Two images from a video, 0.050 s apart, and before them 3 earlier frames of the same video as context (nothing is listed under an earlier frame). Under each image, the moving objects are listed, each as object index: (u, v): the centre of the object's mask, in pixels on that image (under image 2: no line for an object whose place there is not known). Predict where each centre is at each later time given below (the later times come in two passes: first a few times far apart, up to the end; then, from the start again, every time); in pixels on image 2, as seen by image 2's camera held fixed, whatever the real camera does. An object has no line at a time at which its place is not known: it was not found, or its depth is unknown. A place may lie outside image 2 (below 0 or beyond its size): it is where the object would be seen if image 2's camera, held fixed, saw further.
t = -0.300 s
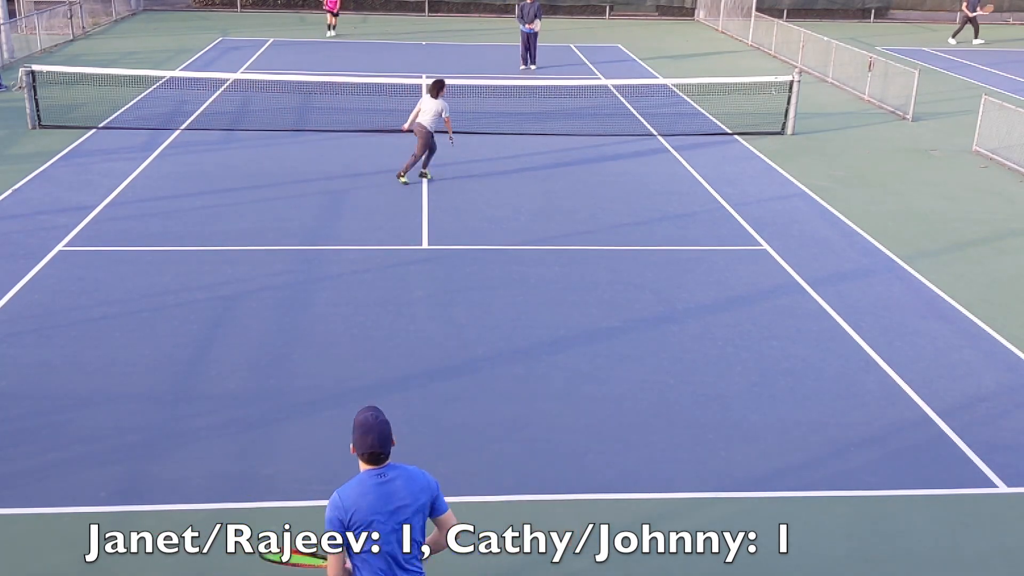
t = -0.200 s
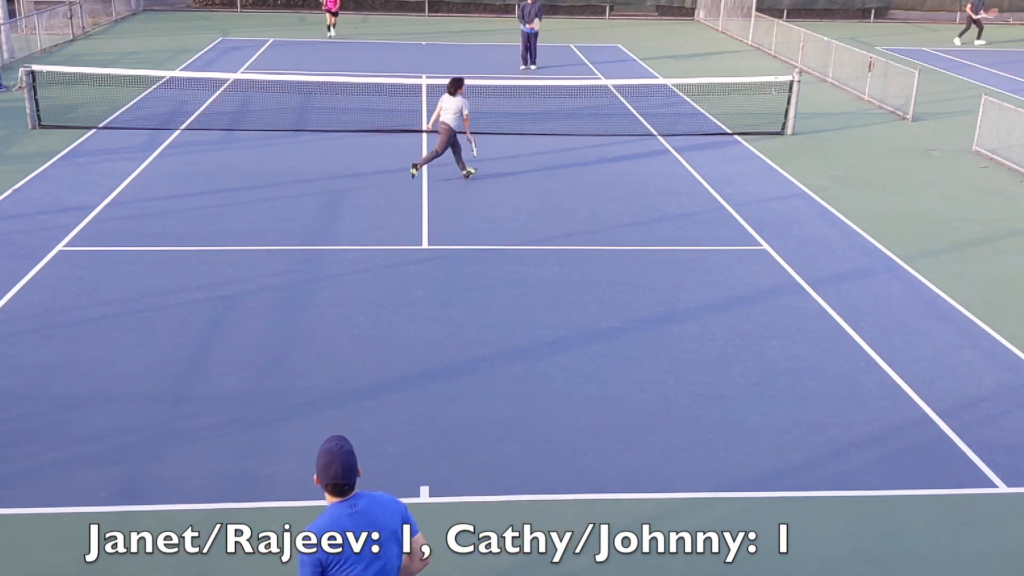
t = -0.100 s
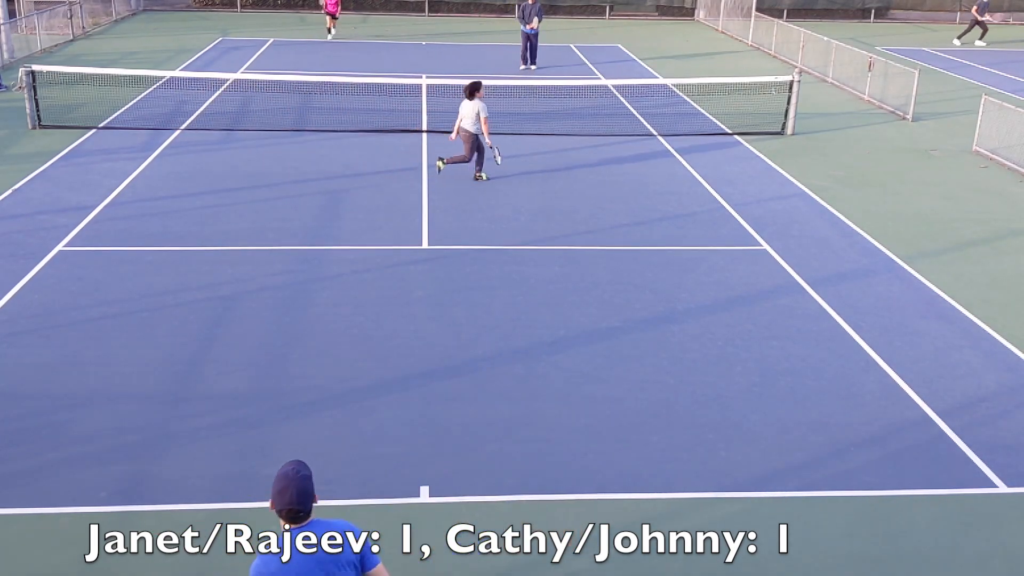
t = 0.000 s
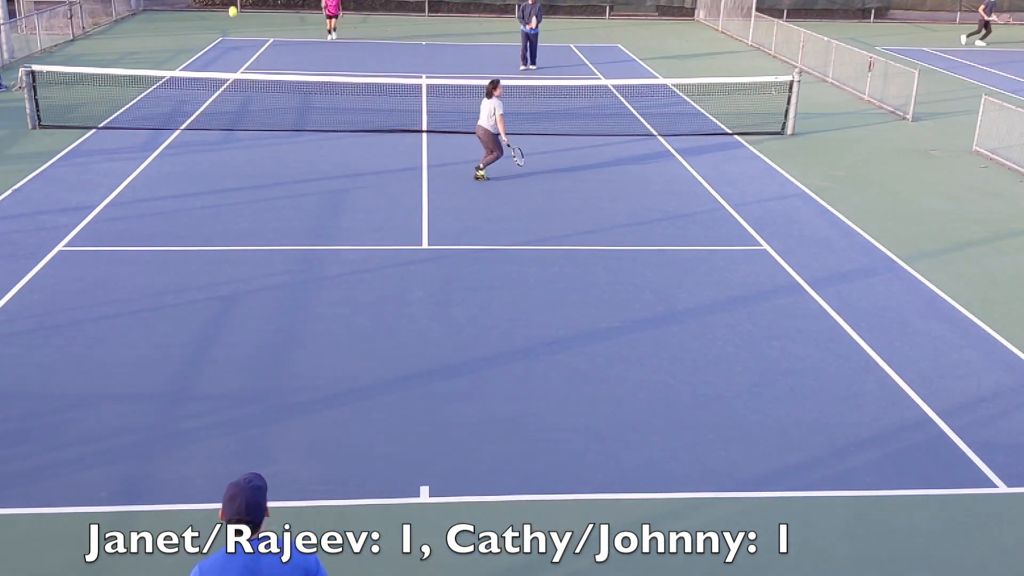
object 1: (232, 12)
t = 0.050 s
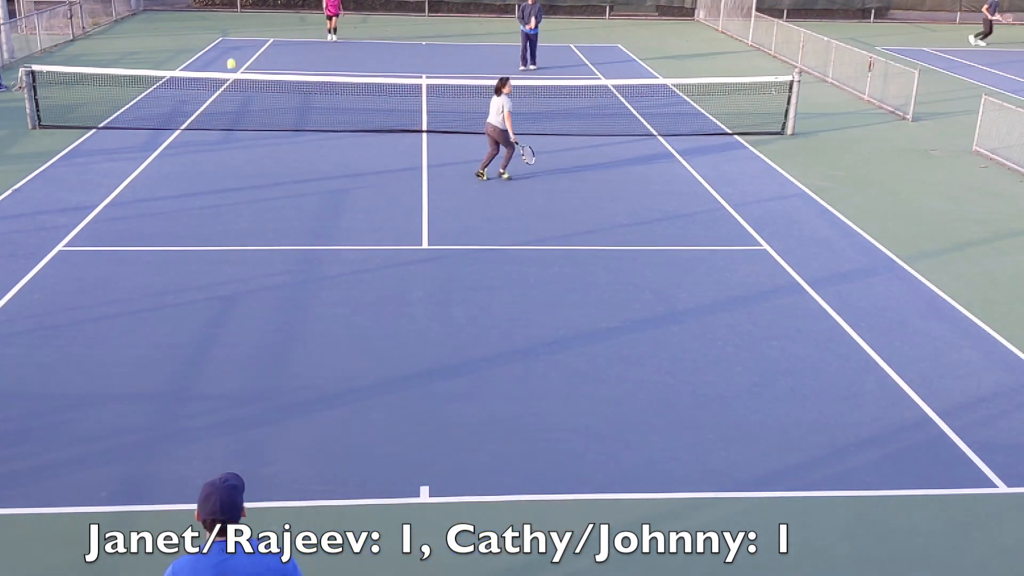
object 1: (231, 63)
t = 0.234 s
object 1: (226, 297)
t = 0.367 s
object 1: (216, 373)
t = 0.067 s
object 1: (230, 83)
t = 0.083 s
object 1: (230, 101)
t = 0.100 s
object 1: (229, 121)
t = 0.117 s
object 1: (229, 141)
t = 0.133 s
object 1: (228, 162)
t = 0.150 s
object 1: (228, 183)
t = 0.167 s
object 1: (227, 205)
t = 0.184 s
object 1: (227, 227)
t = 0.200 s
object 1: (226, 250)
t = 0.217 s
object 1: (226, 273)
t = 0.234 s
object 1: (226, 297)
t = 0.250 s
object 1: (225, 322)
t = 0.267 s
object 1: (225, 347)
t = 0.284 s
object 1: (224, 373)
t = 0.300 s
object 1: (224, 400)
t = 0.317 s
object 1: (222, 407)
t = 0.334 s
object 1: (220, 396)
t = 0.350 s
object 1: (218, 385)
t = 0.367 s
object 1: (216, 373)
